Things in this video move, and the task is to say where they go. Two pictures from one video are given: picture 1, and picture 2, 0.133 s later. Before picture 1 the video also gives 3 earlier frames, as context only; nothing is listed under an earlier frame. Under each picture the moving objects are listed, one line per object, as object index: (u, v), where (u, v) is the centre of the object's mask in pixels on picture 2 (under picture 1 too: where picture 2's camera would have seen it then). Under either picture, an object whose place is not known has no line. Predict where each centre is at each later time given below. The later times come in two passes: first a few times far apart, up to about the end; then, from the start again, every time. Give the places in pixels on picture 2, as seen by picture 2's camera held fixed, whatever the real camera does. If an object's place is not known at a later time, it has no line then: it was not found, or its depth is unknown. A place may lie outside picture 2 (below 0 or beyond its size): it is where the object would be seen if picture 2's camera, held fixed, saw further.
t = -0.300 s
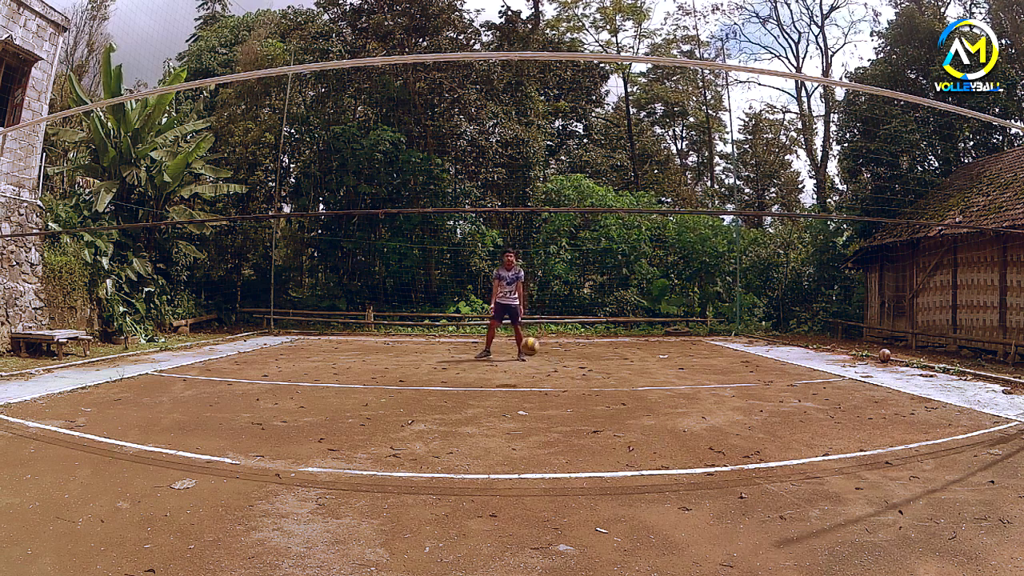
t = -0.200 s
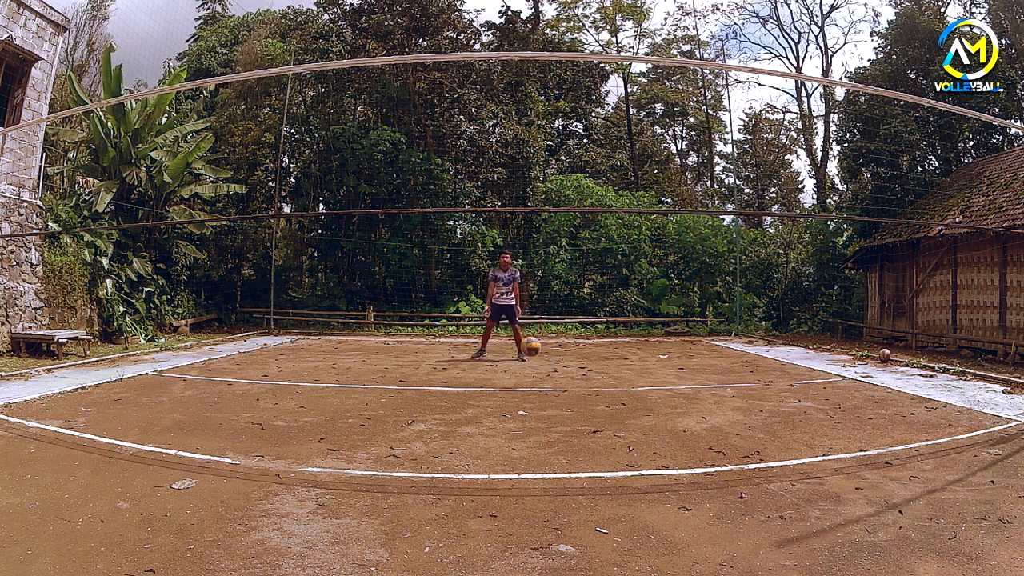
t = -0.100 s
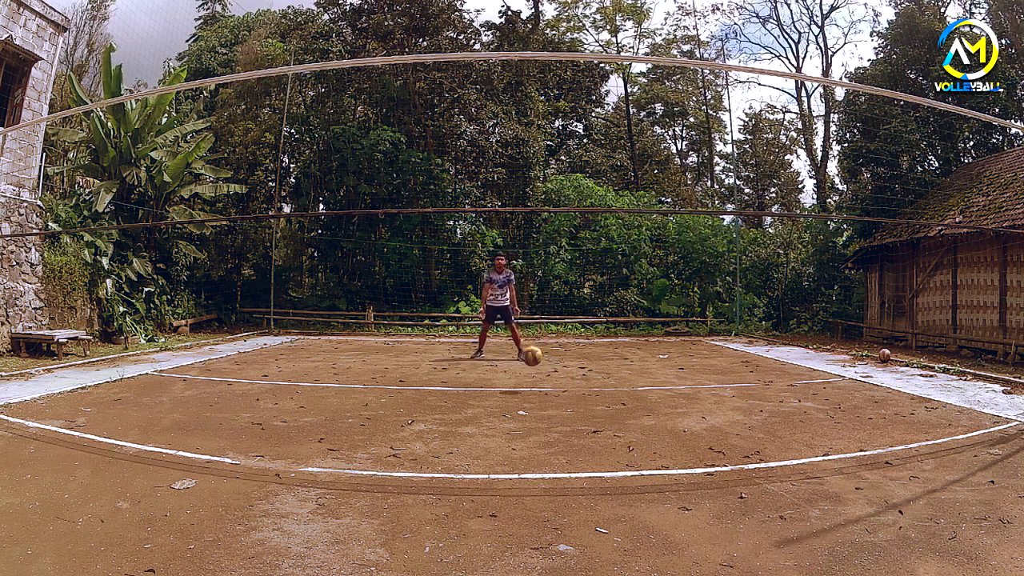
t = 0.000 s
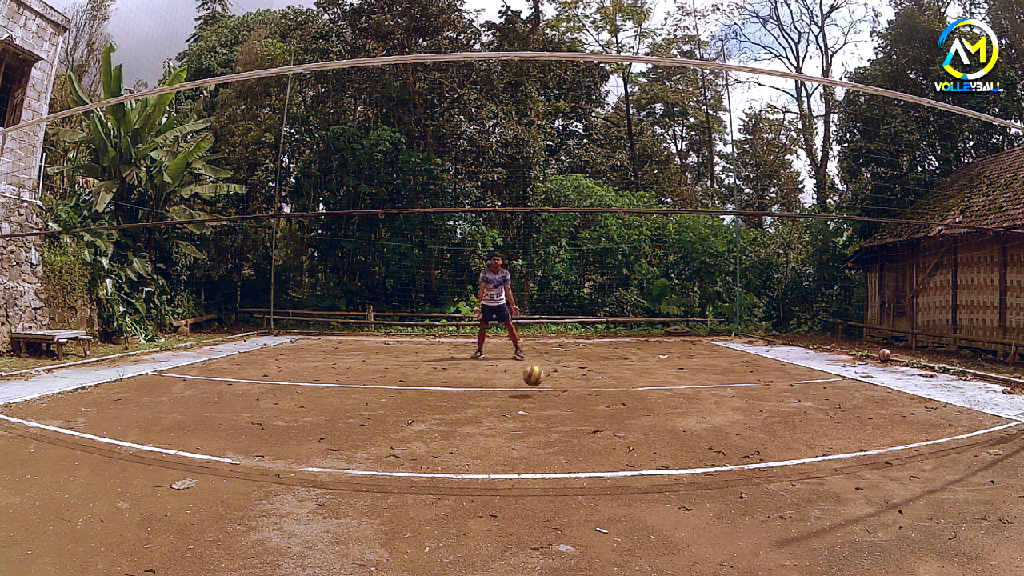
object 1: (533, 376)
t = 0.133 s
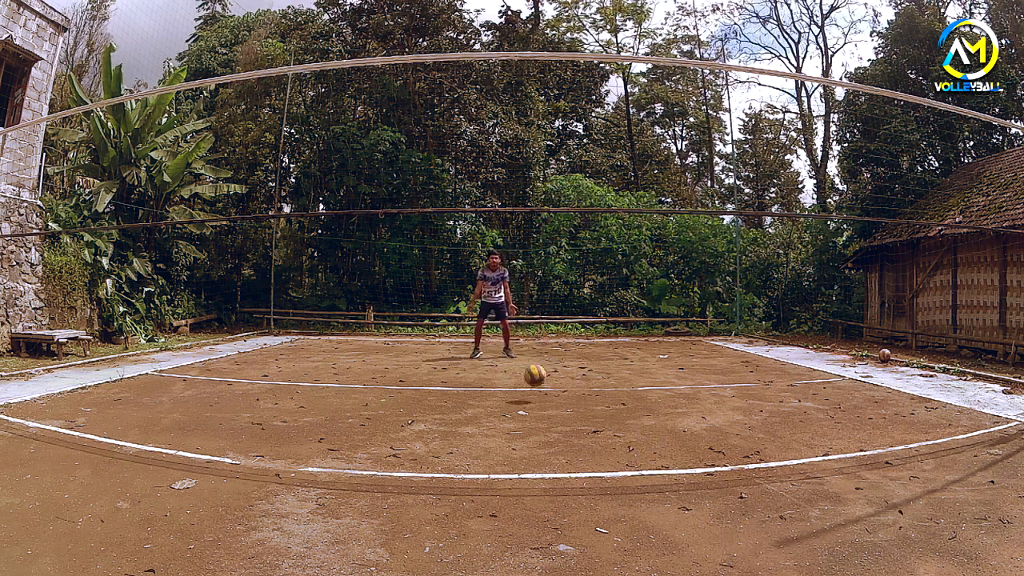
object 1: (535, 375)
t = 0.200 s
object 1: (536, 369)
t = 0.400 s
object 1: (539, 377)
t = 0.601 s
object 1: (543, 403)
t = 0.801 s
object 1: (548, 403)
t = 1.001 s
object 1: (553, 436)
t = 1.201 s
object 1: (561, 439)
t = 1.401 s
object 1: (570, 476)
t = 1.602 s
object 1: (582, 516)
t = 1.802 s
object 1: (599, 553)
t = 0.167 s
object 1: (536, 372)
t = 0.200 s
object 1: (536, 369)
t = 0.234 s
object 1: (537, 367)
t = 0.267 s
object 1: (537, 367)
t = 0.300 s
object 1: (538, 367)
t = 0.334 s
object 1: (538, 370)
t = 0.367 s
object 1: (538, 373)
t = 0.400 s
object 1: (539, 377)
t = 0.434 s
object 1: (540, 383)
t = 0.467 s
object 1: (541, 391)
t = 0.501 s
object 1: (541, 401)
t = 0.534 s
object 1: (541, 411)
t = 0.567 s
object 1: (542, 408)
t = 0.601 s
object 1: (543, 403)
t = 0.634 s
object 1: (544, 400)
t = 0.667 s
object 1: (544, 397)
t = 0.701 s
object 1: (545, 397)
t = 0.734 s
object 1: (546, 397)
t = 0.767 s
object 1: (547, 399)
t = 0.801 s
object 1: (548, 403)
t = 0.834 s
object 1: (548, 408)
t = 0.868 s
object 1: (549, 415)
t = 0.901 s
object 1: (550, 424)
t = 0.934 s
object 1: (550, 435)
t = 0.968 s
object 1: (552, 440)
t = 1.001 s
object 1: (553, 436)
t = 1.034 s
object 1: (554, 432)
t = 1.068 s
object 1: (555, 429)
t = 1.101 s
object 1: (557, 429)
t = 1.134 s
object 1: (558, 430)
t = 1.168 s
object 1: (559, 434)
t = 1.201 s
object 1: (561, 439)
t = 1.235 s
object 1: (562, 446)
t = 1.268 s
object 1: (563, 456)
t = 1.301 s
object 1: (565, 468)
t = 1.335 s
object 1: (566, 481)
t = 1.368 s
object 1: (568, 478)
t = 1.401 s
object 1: (570, 476)
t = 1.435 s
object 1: (572, 476)
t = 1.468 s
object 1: (574, 478)
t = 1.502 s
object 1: (576, 484)
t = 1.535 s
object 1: (578, 491)
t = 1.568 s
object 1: (580, 503)
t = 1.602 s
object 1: (582, 516)
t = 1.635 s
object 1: (584, 532)
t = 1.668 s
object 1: (586, 535)
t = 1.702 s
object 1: (589, 537)
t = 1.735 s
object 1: (591, 540)
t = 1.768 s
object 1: (595, 546)
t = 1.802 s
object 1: (599, 553)
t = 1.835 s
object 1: (602, 559)
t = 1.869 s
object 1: (605, 567)
